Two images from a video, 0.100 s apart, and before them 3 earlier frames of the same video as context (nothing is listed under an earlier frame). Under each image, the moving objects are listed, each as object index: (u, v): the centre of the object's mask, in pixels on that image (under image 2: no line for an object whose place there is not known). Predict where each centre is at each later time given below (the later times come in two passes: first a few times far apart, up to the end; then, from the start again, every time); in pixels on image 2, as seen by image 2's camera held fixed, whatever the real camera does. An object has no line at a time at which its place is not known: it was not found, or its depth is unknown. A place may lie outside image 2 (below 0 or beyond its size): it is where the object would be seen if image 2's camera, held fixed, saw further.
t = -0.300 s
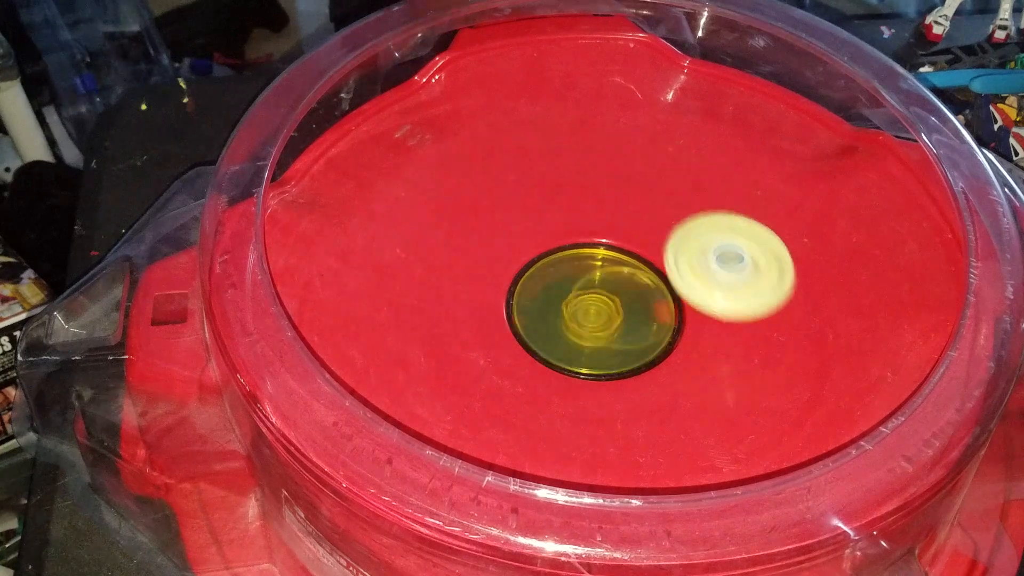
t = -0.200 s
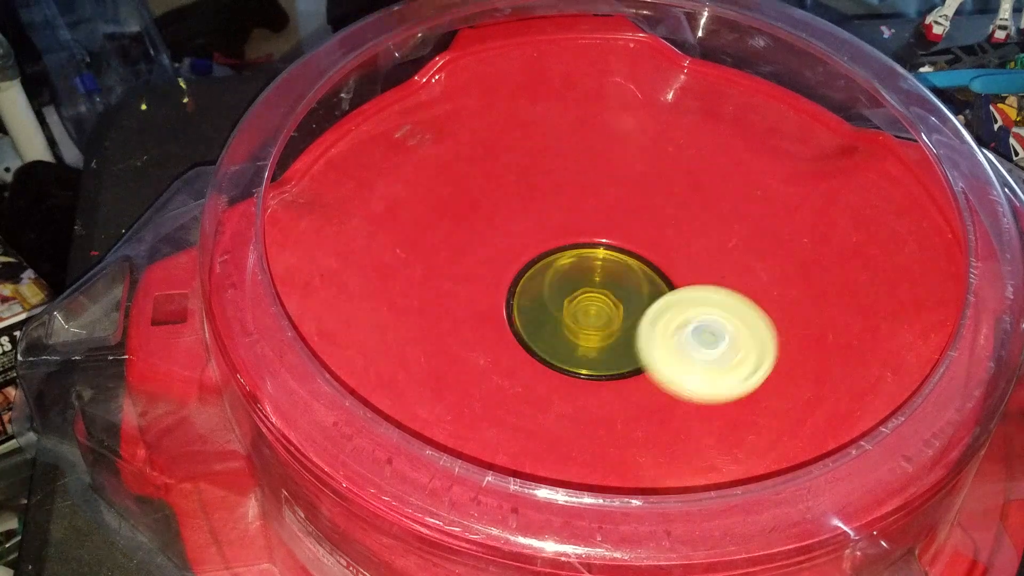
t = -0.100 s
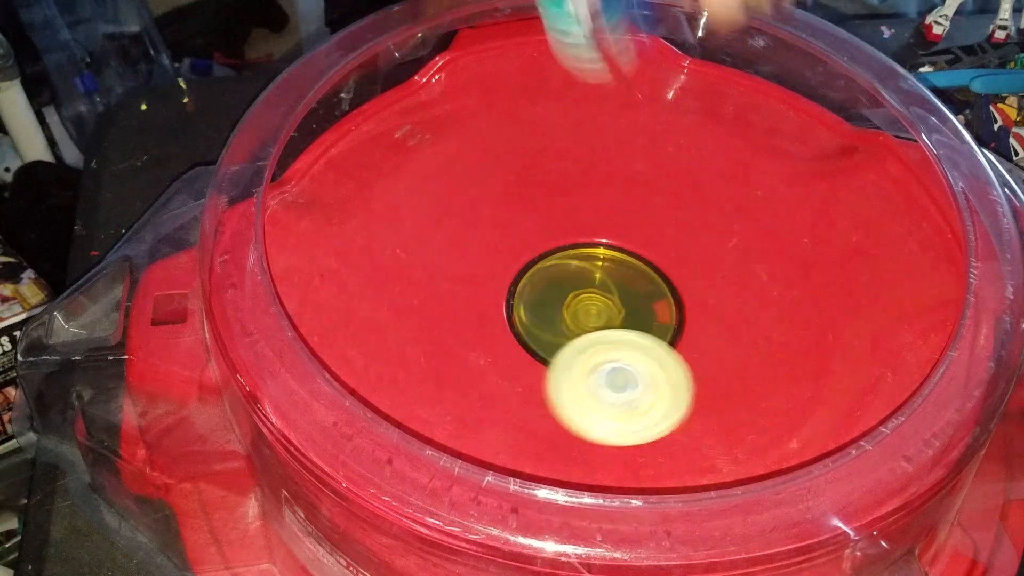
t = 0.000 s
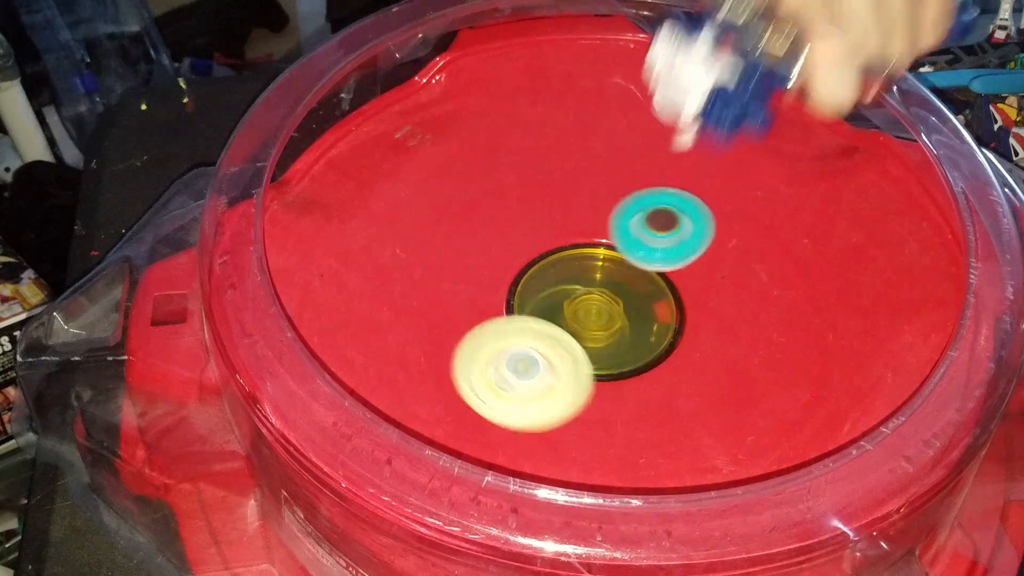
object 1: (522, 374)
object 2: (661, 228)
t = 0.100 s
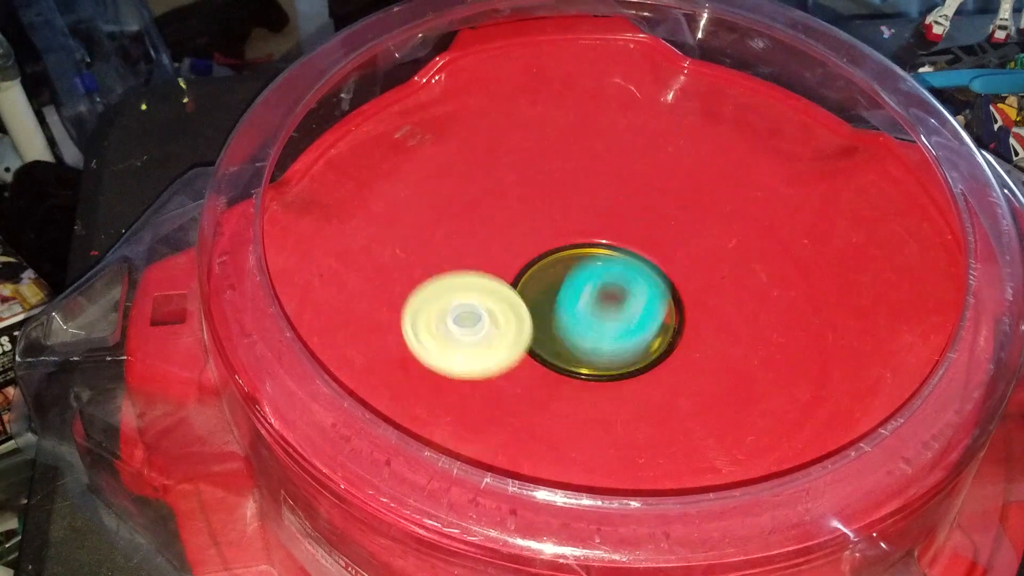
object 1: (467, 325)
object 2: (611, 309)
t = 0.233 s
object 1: (465, 248)
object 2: (598, 365)
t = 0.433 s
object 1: (599, 206)
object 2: (738, 379)
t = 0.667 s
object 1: (653, 355)
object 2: (782, 240)
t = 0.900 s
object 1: (465, 327)
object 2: (560, 233)
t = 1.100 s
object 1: (407, 227)
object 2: (607, 333)
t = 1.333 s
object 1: (559, 203)
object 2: (639, 307)
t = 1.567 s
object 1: (626, 182)
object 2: (606, 272)
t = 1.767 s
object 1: (702, 262)
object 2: (557, 288)
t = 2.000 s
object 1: (669, 369)
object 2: (553, 411)
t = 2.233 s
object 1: (660, 337)
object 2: (633, 481)
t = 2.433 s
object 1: (643, 308)
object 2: (744, 393)
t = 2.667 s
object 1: (639, 196)
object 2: (661, 292)
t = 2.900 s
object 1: (693, 197)
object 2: (491, 280)
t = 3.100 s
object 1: (722, 220)
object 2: (431, 369)
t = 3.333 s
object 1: (689, 247)
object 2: (581, 440)
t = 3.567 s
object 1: (610, 229)
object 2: (644, 317)
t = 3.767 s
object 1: (555, 119)
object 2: (632, 257)
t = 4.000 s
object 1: (664, 48)
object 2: (485, 237)
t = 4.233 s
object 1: (711, 69)
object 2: (462, 338)
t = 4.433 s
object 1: (669, 63)
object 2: (606, 354)
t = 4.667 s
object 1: (682, 71)
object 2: (663, 219)
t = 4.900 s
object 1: (678, 228)
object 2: (509, 193)
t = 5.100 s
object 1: (509, 373)
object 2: (471, 272)
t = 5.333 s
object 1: (323, 307)
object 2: (620, 345)
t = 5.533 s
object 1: (372, 249)
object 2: (713, 252)
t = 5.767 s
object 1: (479, 264)
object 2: (620, 164)
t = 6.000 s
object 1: (585, 334)
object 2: (510, 233)
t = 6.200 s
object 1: (660, 423)
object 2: (541, 325)
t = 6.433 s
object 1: (567, 451)
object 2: (684, 295)
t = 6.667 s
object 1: (562, 394)
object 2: (572, 222)
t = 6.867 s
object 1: (620, 341)
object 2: (517, 294)
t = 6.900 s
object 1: (644, 342)
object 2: (521, 300)
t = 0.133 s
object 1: (459, 305)
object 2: (597, 338)
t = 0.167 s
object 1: (455, 286)
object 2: (593, 353)
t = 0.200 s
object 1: (457, 266)
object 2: (593, 360)
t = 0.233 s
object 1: (465, 248)
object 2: (598, 365)
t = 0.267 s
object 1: (479, 233)
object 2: (610, 370)
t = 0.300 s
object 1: (497, 219)
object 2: (627, 376)
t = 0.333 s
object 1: (520, 209)
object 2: (650, 381)
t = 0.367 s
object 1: (546, 203)
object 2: (677, 385)
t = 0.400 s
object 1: (573, 202)
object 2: (708, 384)
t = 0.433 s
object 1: (599, 206)
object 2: (738, 379)
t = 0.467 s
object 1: (629, 216)
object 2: (766, 368)
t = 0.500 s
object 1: (656, 235)
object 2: (789, 351)
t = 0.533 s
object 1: (677, 259)
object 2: (805, 330)
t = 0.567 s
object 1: (688, 284)
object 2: (813, 307)
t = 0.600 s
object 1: (686, 310)
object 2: (811, 283)
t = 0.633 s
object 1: (673, 335)
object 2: (801, 261)
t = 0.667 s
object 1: (653, 355)
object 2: (782, 240)
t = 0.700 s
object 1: (629, 368)
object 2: (757, 224)
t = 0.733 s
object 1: (600, 377)
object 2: (727, 213)
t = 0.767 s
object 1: (569, 379)
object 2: (695, 207)
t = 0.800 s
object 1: (537, 374)
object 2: (660, 206)
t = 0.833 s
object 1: (508, 363)
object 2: (627, 210)
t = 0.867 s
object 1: (484, 347)
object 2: (594, 220)
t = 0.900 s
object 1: (465, 327)
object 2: (560, 233)
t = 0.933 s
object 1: (454, 306)
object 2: (534, 253)
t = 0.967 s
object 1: (433, 285)
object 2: (534, 283)
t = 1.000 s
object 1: (406, 274)
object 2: (536, 308)
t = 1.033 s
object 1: (397, 257)
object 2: (560, 323)
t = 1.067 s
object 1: (397, 241)
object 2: (584, 332)
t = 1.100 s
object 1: (407, 227)
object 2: (607, 333)
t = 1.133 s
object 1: (422, 215)
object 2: (622, 329)
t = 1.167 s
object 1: (438, 205)
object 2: (636, 330)
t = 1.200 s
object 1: (460, 198)
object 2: (644, 331)
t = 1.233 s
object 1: (483, 195)
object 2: (643, 325)
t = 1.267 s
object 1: (507, 194)
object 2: (645, 323)
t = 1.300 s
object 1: (533, 197)
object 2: (643, 314)
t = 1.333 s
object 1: (559, 203)
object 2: (639, 307)
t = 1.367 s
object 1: (585, 215)
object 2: (631, 301)
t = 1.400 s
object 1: (596, 200)
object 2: (630, 293)
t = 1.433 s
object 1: (597, 180)
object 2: (627, 285)
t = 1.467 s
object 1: (600, 171)
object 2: (622, 280)
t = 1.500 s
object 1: (606, 169)
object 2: (615, 275)
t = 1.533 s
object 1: (614, 174)
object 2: (611, 272)
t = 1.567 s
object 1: (626, 182)
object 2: (606, 272)
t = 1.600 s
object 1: (637, 190)
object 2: (600, 275)
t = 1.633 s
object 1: (652, 197)
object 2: (594, 279)
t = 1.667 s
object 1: (668, 208)
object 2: (590, 279)
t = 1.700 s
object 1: (683, 224)
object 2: (581, 274)
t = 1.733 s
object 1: (695, 243)
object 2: (570, 276)
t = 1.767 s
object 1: (702, 262)
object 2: (557, 288)
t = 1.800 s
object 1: (704, 282)
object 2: (544, 305)
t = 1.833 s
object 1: (701, 302)
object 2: (537, 325)
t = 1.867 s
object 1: (692, 321)
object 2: (542, 343)
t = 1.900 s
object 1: (677, 339)
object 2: (550, 362)
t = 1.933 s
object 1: (669, 348)
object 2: (551, 381)
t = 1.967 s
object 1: (670, 362)
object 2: (550, 397)
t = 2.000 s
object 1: (669, 369)
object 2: (553, 411)
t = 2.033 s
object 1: (674, 372)
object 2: (552, 425)
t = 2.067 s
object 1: (675, 373)
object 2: (556, 436)
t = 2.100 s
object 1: (668, 374)
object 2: (568, 443)
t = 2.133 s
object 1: (660, 371)
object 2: (582, 451)
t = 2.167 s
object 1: (662, 358)
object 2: (591, 460)
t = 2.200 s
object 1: (661, 346)
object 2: (609, 477)
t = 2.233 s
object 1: (660, 337)
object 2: (633, 481)
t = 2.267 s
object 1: (660, 331)
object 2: (659, 478)
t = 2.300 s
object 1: (659, 326)
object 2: (683, 461)
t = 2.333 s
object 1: (654, 322)
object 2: (709, 452)
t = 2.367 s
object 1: (650, 321)
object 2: (731, 438)
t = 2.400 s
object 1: (644, 316)
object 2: (742, 418)
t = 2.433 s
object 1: (643, 308)
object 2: (744, 393)
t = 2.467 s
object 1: (647, 300)
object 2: (737, 368)
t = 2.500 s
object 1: (645, 279)
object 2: (735, 354)
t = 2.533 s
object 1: (639, 251)
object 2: (734, 345)
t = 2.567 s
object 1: (638, 225)
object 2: (723, 333)
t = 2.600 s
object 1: (636, 209)
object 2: (704, 317)
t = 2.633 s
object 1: (635, 201)
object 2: (682, 304)
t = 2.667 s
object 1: (639, 196)
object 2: (661, 292)
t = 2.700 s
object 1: (646, 193)
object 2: (639, 279)
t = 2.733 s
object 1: (654, 187)
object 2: (617, 272)
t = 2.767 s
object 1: (665, 185)
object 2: (594, 267)
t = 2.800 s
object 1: (674, 187)
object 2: (565, 263)
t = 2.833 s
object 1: (681, 189)
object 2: (535, 265)
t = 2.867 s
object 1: (687, 193)
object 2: (508, 269)
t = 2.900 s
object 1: (693, 197)
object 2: (491, 280)
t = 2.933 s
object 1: (697, 201)
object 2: (473, 291)
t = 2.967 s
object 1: (701, 206)
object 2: (456, 303)
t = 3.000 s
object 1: (705, 210)
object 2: (442, 318)
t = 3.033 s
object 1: (710, 213)
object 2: (433, 333)
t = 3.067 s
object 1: (716, 216)
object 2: (430, 351)
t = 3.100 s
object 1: (722, 220)
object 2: (431, 369)
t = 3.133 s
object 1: (728, 225)
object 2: (438, 388)
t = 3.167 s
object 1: (731, 231)
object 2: (451, 404)
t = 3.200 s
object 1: (727, 237)
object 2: (471, 418)
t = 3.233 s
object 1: (720, 242)
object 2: (495, 430)
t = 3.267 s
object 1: (711, 245)
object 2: (524, 439)
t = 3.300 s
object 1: (700, 246)
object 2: (553, 442)
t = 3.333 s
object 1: (689, 247)
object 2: (581, 440)
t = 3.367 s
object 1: (677, 246)
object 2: (607, 431)
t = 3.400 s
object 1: (665, 249)
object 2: (628, 416)
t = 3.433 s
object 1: (654, 252)
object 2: (642, 398)
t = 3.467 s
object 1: (641, 254)
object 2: (649, 377)
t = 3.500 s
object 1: (632, 246)
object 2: (651, 356)
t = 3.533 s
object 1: (623, 234)
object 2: (647, 335)
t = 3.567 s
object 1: (610, 229)
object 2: (644, 317)
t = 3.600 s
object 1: (593, 215)
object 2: (645, 306)
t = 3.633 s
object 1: (583, 206)
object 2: (642, 291)
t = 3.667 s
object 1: (577, 197)
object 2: (635, 274)
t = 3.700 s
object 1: (564, 171)
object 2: (638, 270)
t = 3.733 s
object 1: (556, 144)
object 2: (637, 265)
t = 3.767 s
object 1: (555, 119)
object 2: (632, 257)
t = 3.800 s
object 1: (561, 99)
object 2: (621, 247)
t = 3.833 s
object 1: (572, 81)
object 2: (602, 236)
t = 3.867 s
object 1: (588, 67)
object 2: (578, 224)
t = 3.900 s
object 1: (606, 56)
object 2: (552, 221)
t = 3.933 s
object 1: (627, 49)
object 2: (528, 227)
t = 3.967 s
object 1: (646, 47)
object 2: (506, 231)
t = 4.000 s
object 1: (664, 48)
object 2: (485, 237)
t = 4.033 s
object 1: (679, 54)
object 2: (467, 245)
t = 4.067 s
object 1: (693, 62)
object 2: (453, 256)
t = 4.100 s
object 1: (706, 66)
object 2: (442, 270)
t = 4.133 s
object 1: (715, 68)
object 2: (437, 286)
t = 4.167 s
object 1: (720, 67)
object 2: (438, 304)
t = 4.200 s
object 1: (718, 69)
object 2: (447, 322)
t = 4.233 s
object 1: (711, 69)
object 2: (462, 338)
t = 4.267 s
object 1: (702, 69)
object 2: (482, 351)
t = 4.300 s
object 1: (692, 70)
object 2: (506, 361)
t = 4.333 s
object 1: (681, 70)
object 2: (532, 366)
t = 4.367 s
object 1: (671, 68)
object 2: (559, 367)
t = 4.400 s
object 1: (668, 65)
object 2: (584, 363)
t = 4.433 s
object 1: (669, 63)
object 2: (606, 354)
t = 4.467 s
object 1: (672, 60)
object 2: (625, 345)
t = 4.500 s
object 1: (676, 56)
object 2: (646, 332)
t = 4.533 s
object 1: (682, 55)
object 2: (667, 315)
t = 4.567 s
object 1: (689, 60)
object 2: (681, 291)
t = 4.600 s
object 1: (693, 63)
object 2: (684, 264)
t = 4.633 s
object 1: (690, 66)
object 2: (675, 238)
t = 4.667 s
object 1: (682, 71)
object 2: (663, 219)
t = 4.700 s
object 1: (674, 83)
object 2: (648, 204)
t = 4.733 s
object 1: (670, 104)
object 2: (632, 191)
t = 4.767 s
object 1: (674, 120)
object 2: (606, 191)
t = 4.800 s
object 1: (680, 141)
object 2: (577, 191)
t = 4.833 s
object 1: (683, 166)
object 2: (552, 191)
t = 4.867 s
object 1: (683, 195)
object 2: (529, 191)
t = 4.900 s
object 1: (678, 228)
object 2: (509, 193)
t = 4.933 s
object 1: (666, 264)
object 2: (492, 198)
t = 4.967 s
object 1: (644, 295)
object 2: (477, 207)
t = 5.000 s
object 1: (613, 318)
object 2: (467, 221)
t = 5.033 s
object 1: (583, 344)
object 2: (462, 236)
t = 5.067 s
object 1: (548, 362)
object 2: (464, 255)
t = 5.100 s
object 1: (509, 373)
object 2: (471, 272)
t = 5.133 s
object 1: (467, 375)
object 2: (484, 284)
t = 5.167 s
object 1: (425, 370)
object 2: (502, 303)
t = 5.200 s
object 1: (392, 358)
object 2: (519, 318)
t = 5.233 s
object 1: (361, 346)
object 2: (538, 328)
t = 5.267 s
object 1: (340, 333)
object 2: (559, 336)
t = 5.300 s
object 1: (328, 320)
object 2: (586, 343)
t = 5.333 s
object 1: (323, 307)
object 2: (620, 345)
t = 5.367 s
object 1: (324, 296)
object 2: (656, 339)
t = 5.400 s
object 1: (330, 285)
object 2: (683, 324)
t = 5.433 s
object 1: (336, 275)
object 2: (698, 305)
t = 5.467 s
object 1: (348, 265)
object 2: (706, 287)
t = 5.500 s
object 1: (359, 257)
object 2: (711, 270)
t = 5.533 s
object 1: (372, 249)
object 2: (713, 252)
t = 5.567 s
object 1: (385, 244)
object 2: (711, 234)
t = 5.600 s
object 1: (401, 241)
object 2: (703, 217)
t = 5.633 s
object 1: (417, 242)
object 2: (693, 201)
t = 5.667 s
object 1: (433, 245)
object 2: (678, 187)
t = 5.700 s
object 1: (449, 250)
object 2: (661, 176)
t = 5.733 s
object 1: (464, 256)
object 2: (641, 168)
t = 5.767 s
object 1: (479, 264)
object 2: (620, 164)
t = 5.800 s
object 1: (493, 271)
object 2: (598, 163)
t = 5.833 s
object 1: (506, 279)
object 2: (577, 166)
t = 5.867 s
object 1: (520, 288)
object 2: (556, 173)
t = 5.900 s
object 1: (533, 294)
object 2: (539, 184)
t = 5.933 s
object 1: (547, 304)
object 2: (525, 198)
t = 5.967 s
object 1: (563, 318)
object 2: (515, 215)
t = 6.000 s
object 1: (585, 334)
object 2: (510, 233)
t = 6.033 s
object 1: (606, 345)
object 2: (510, 252)
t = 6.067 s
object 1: (621, 355)
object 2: (514, 273)
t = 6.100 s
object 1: (627, 363)
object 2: (522, 295)
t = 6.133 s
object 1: (629, 372)
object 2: (534, 316)
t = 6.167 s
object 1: (646, 398)
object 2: (539, 323)
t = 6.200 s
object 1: (660, 423)
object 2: (541, 325)
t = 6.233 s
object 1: (661, 441)
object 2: (550, 327)
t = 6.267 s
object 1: (650, 450)
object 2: (566, 331)
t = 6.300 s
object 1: (633, 455)
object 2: (589, 336)
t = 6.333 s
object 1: (615, 457)
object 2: (616, 336)
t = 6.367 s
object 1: (598, 457)
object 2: (645, 329)
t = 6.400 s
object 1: (581, 455)
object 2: (669, 316)
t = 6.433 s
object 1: (567, 451)
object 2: (684, 295)
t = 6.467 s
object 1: (558, 447)
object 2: (688, 276)
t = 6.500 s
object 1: (551, 442)
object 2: (680, 258)
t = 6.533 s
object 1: (548, 435)
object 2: (664, 243)
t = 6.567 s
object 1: (550, 426)
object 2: (643, 230)
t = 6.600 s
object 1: (552, 414)
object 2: (618, 223)
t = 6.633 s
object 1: (556, 403)
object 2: (595, 219)
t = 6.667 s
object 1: (562, 394)
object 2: (572, 222)
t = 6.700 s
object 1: (569, 385)
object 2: (553, 227)
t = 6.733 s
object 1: (575, 376)
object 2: (536, 236)
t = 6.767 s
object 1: (584, 366)
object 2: (524, 247)
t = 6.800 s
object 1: (594, 357)
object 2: (516, 261)
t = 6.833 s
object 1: (606, 348)
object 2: (513, 277)
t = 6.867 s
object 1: (620, 341)
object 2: (517, 294)
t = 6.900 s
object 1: (644, 342)
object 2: (521, 300)
